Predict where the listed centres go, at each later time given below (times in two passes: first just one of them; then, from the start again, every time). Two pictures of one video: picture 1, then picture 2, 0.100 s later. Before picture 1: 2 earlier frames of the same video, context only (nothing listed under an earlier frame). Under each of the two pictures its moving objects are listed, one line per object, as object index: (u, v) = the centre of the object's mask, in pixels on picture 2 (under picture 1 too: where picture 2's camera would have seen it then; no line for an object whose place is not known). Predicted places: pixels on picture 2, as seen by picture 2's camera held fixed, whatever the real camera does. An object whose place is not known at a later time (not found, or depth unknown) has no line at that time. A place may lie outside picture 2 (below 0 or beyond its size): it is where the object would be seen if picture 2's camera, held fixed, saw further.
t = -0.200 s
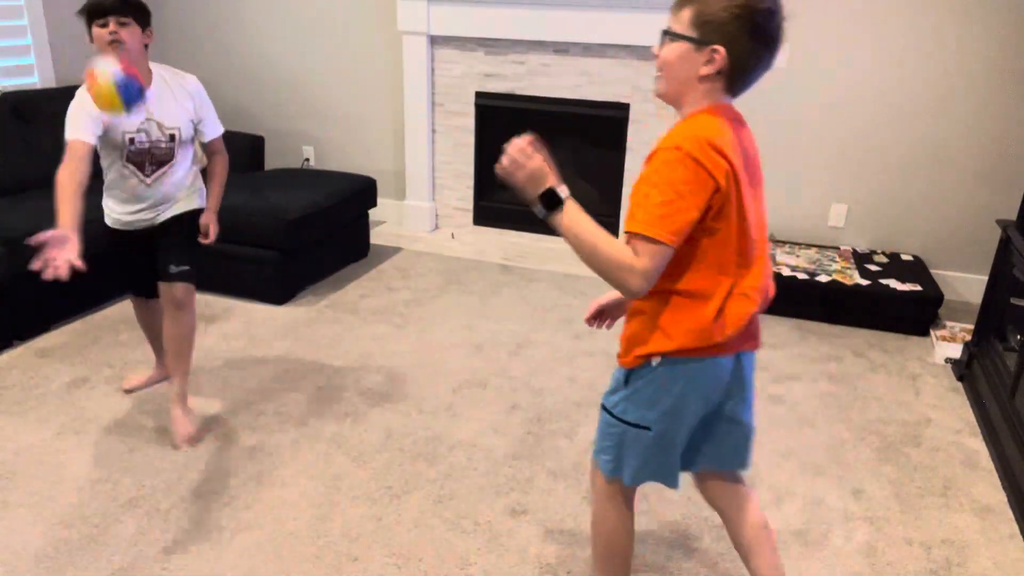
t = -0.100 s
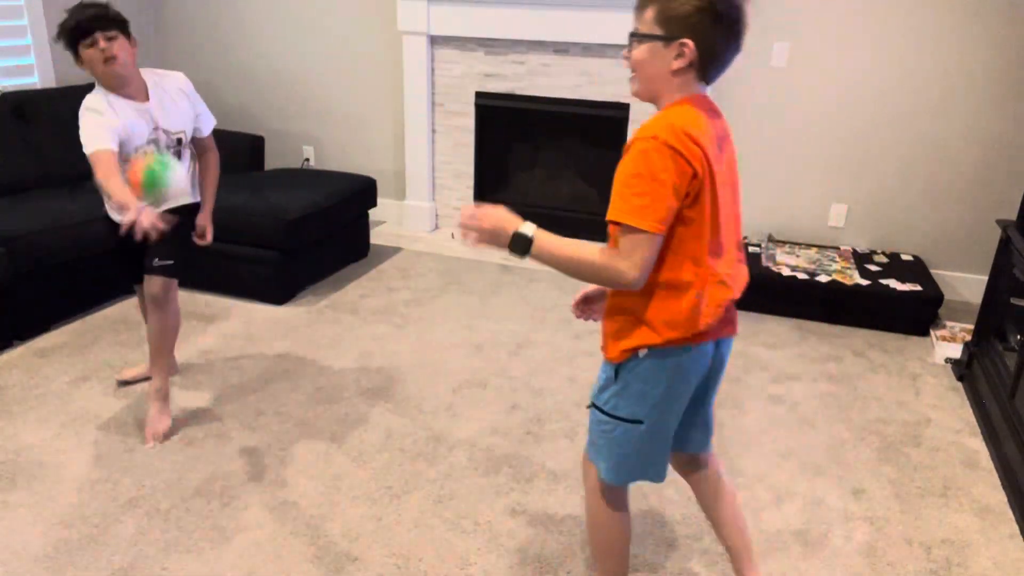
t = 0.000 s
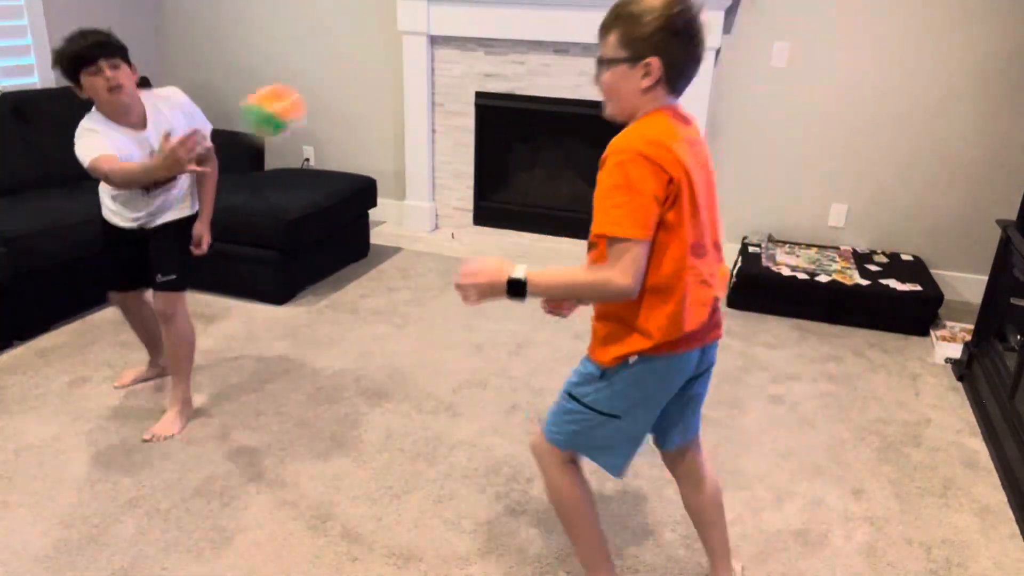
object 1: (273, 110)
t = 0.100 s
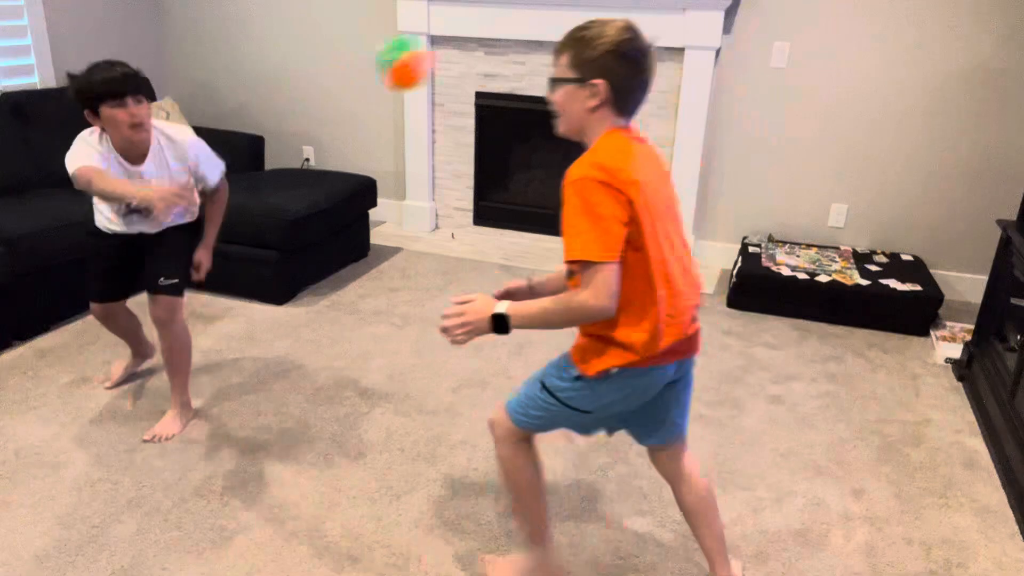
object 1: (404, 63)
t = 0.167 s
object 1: (485, 58)
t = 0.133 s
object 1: (447, 58)
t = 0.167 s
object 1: (485, 58)
